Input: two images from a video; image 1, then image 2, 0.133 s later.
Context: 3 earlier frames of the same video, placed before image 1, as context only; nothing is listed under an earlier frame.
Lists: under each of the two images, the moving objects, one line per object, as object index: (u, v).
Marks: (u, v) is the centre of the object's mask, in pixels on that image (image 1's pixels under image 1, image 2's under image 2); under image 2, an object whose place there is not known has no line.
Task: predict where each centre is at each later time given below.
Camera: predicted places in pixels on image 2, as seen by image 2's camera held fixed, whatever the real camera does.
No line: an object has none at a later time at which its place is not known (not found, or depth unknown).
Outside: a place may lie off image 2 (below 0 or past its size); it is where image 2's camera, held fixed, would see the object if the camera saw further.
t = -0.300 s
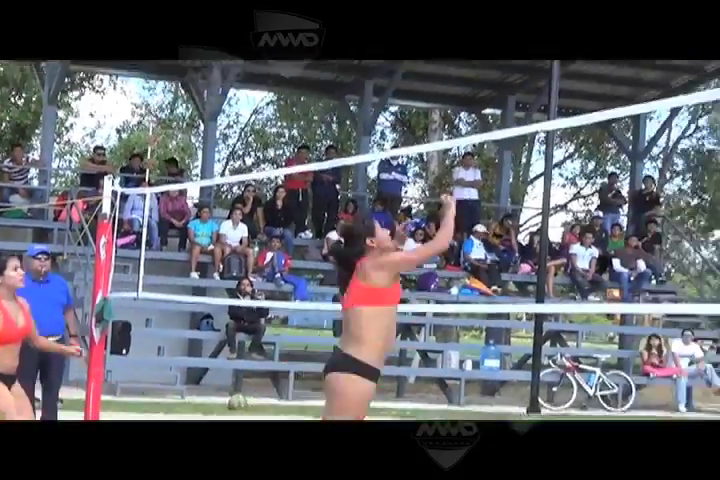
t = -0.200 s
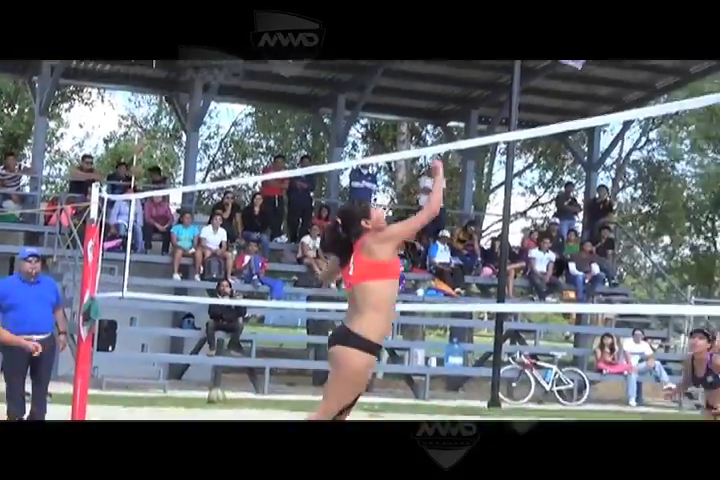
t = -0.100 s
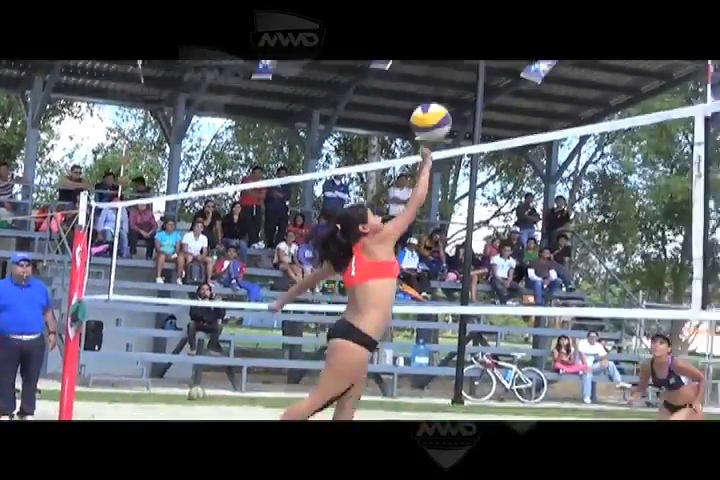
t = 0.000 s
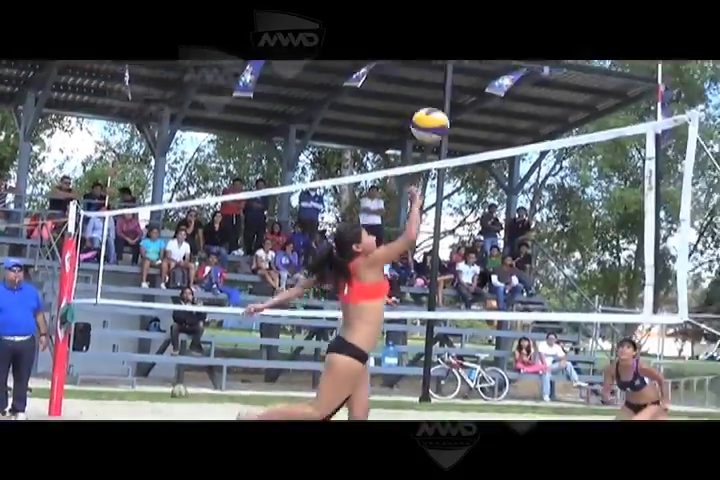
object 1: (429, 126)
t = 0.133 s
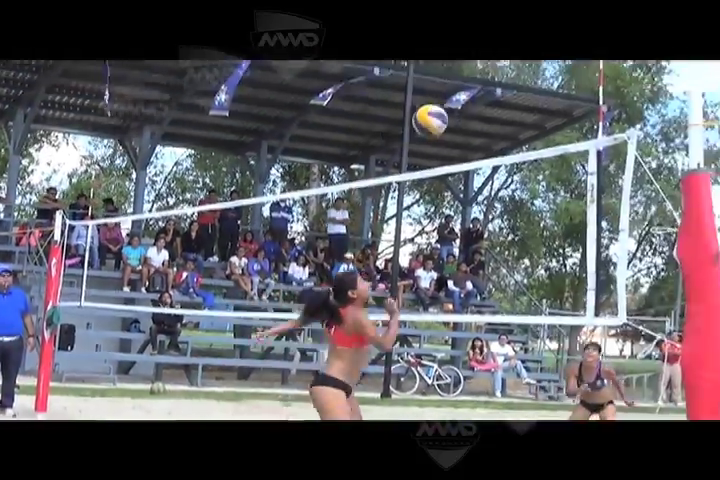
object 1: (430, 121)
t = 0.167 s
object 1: (439, 119)
